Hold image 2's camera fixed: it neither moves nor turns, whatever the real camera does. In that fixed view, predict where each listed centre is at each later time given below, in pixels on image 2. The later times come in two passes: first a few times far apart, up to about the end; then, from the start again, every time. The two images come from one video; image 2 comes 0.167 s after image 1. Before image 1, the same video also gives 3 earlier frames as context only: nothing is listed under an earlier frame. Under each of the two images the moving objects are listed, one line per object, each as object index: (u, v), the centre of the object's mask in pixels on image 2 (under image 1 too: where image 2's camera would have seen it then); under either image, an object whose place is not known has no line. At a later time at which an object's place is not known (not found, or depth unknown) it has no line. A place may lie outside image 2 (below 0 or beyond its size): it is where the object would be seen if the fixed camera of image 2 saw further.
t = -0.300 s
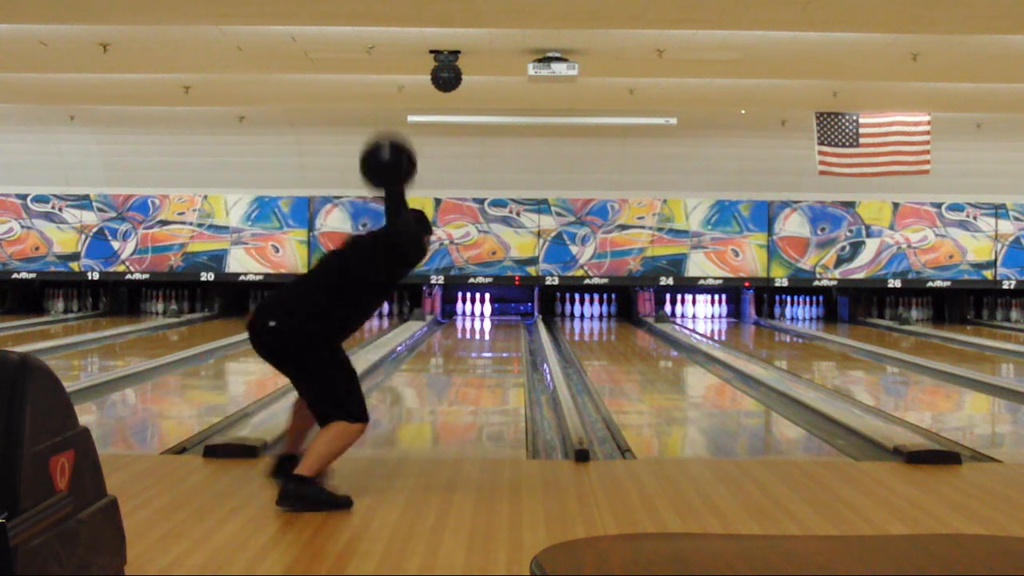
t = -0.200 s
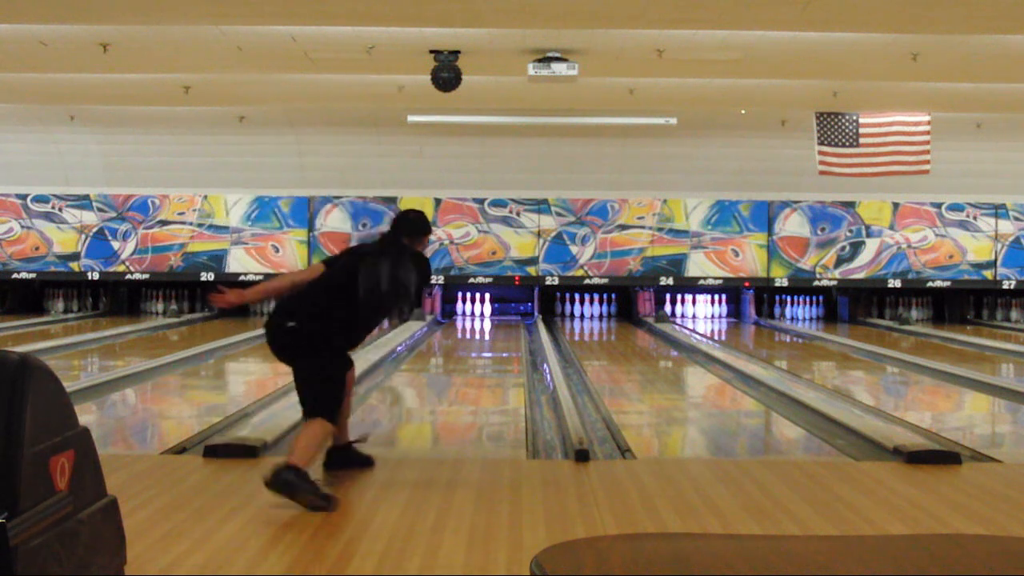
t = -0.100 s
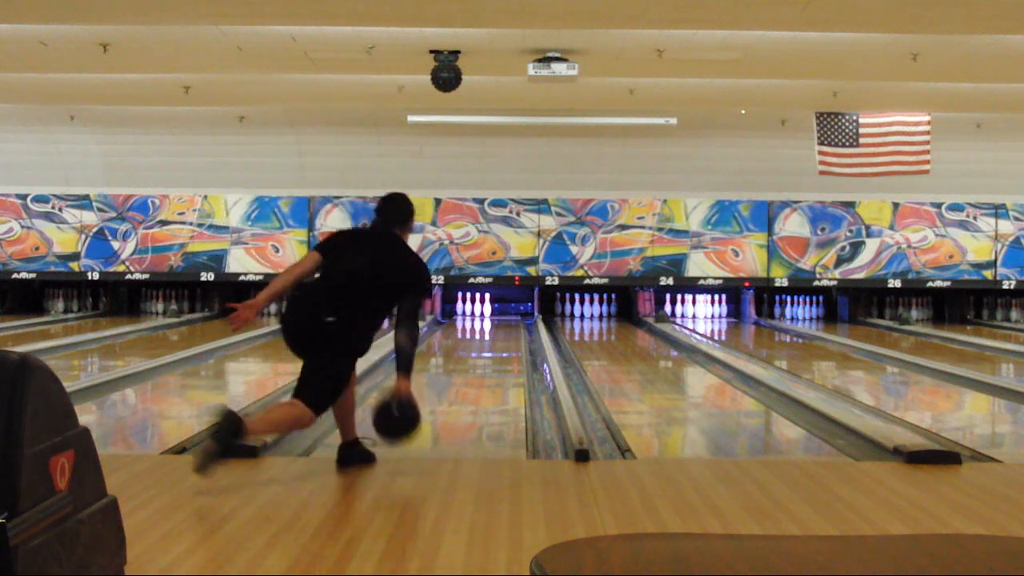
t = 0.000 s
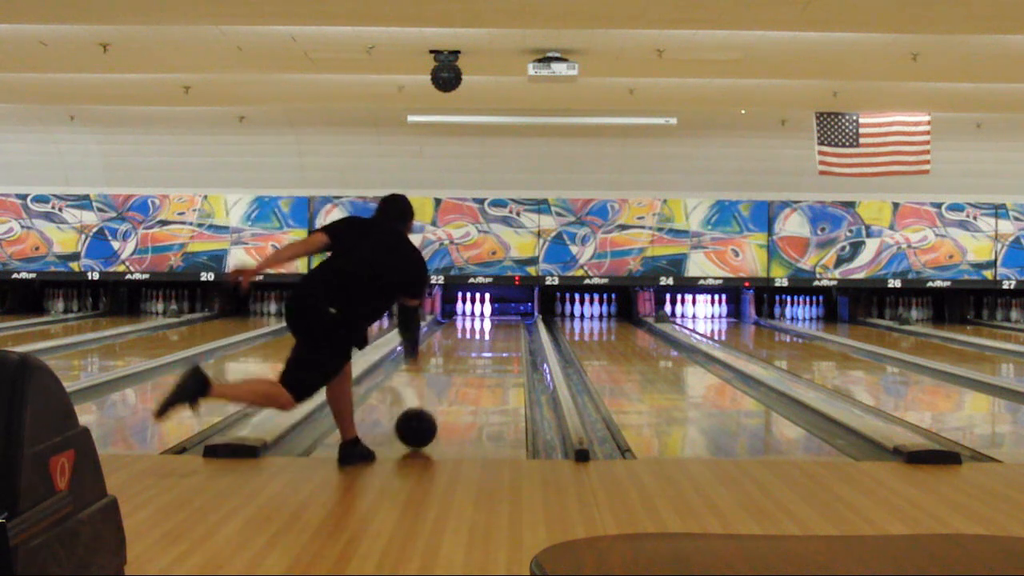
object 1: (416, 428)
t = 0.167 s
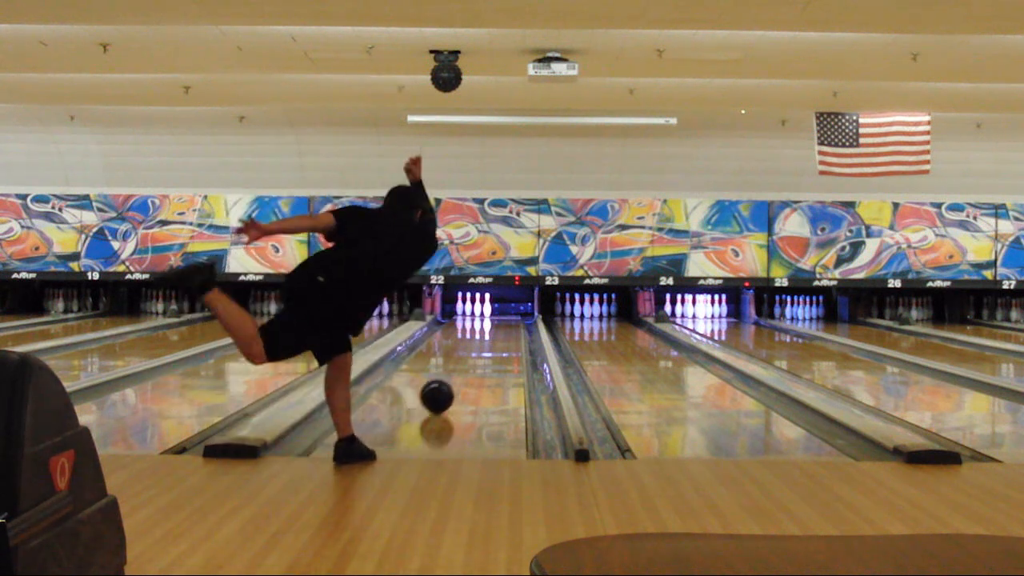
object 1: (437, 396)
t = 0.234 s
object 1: (443, 386)
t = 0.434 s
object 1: (457, 364)
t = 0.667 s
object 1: (468, 346)
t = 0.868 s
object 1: (475, 335)
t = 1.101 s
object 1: (480, 324)
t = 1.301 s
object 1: (484, 318)
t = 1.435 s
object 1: (486, 314)
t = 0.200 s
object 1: (440, 391)
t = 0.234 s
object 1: (443, 386)
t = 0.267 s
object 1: (445, 382)
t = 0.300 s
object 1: (448, 378)
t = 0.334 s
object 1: (451, 374)
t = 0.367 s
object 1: (453, 371)
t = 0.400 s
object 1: (455, 368)
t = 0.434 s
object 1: (457, 364)
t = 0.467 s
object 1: (459, 361)
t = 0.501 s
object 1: (461, 358)
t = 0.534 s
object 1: (462, 356)
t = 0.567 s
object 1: (464, 353)
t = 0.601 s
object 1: (465, 350)
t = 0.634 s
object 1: (467, 348)
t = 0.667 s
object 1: (468, 346)
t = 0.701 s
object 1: (469, 344)
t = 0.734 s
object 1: (470, 342)
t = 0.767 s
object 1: (472, 340)
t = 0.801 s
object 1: (473, 338)
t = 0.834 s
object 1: (474, 336)
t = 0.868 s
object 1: (475, 335)
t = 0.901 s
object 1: (476, 333)
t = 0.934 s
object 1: (477, 332)
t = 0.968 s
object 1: (478, 330)
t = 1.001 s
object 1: (479, 328)
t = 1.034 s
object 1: (479, 327)
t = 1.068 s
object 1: (479, 325)
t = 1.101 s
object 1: (480, 324)
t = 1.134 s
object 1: (481, 323)
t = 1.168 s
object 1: (482, 322)
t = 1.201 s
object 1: (482, 321)
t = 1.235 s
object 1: (483, 320)
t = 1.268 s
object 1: (484, 319)
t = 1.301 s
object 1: (484, 318)
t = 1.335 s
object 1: (485, 317)
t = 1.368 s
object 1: (485, 316)
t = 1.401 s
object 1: (486, 315)
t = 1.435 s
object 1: (486, 314)
